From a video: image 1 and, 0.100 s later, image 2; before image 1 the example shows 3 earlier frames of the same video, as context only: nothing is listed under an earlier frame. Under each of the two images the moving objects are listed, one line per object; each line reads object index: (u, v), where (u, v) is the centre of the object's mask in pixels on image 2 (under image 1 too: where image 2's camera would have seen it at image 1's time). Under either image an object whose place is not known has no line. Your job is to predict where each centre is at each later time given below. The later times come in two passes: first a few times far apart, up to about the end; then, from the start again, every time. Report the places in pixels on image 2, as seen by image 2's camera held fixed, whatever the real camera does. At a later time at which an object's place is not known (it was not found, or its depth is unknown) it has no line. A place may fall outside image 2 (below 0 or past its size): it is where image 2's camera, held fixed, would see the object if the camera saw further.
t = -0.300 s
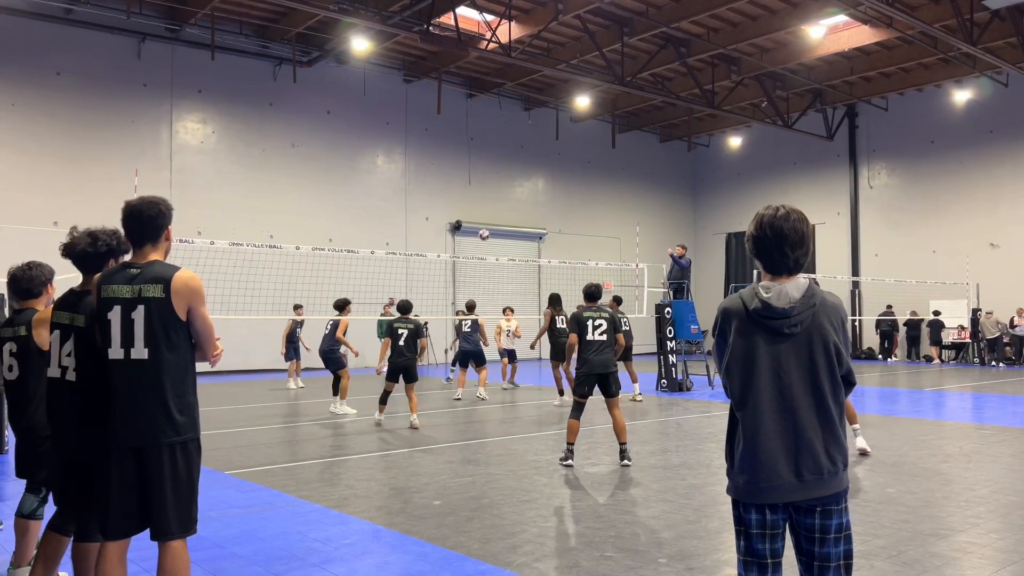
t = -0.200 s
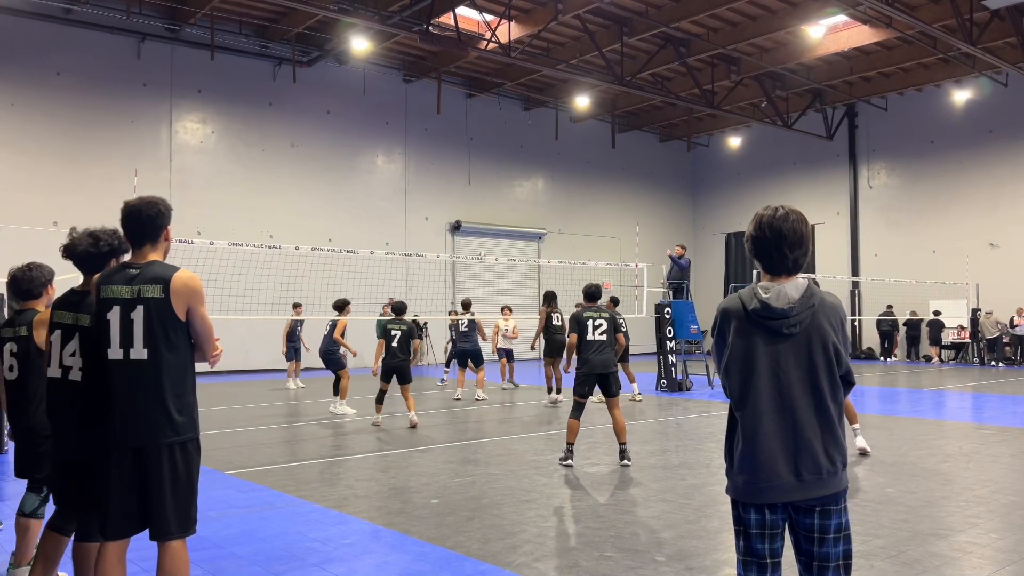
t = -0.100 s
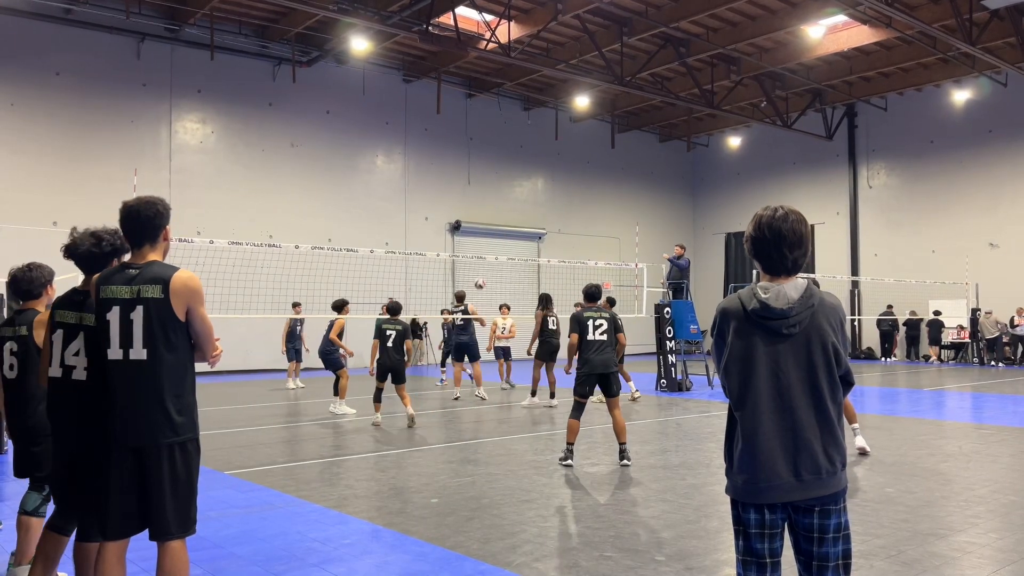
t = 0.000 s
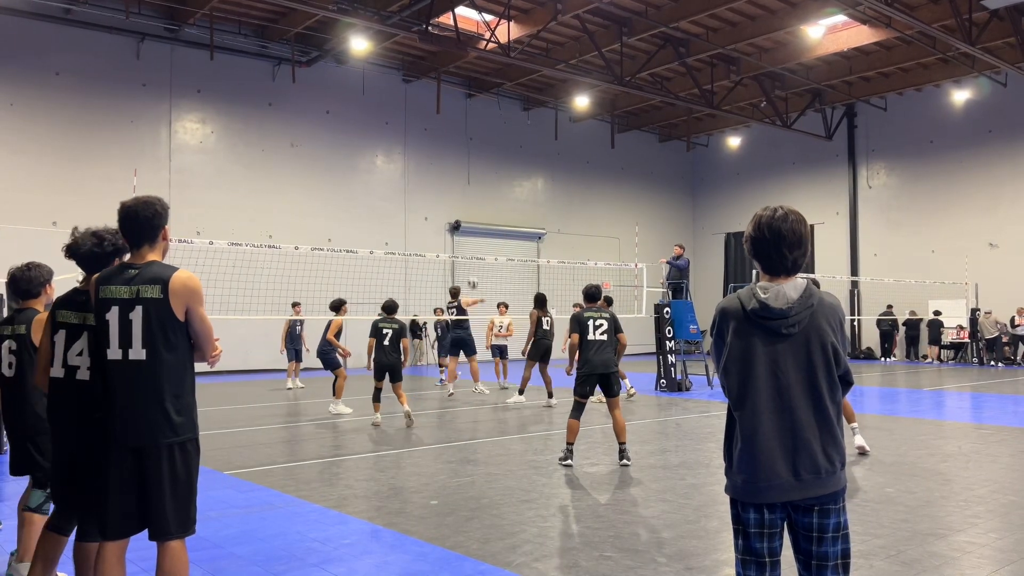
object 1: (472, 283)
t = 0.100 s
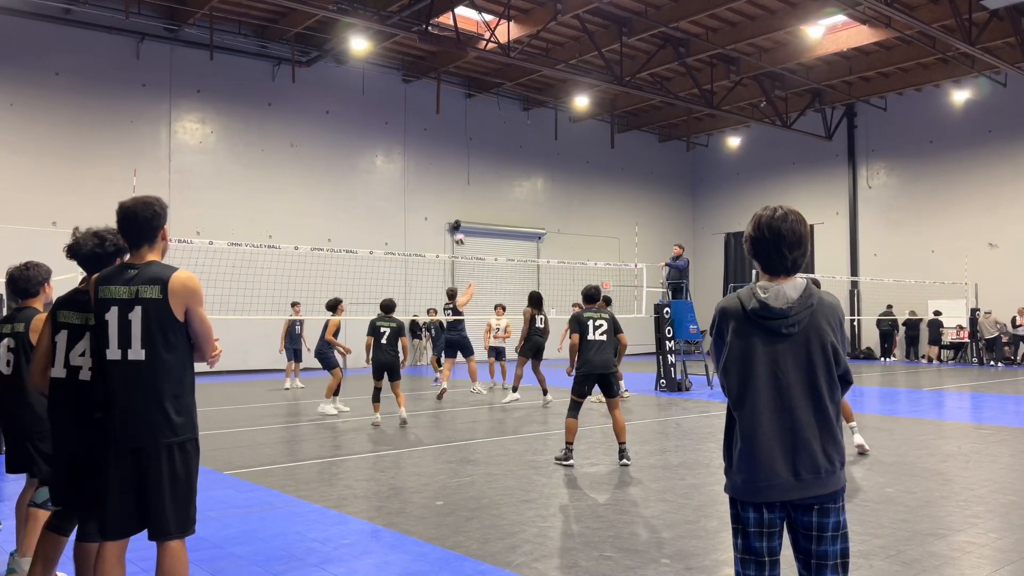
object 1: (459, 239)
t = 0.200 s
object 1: (447, 202)
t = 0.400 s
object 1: (420, 143)
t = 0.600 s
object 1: (393, 108)
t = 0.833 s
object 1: (361, 95)
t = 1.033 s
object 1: (333, 109)
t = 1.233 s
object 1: (305, 148)
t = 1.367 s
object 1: (286, 189)
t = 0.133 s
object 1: (456, 226)
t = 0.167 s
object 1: (451, 214)
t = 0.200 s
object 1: (447, 202)
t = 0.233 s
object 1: (442, 190)
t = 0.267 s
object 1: (438, 180)
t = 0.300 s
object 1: (433, 169)
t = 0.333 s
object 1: (429, 160)
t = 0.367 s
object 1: (424, 151)
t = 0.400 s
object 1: (420, 143)
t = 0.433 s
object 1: (416, 136)
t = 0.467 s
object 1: (411, 129)
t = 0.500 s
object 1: (407, 122)
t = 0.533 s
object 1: (402, 117)
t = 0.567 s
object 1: (397, 112)
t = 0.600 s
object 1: (393, 108)
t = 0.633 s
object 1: (388, 104)
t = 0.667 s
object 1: (384, 101)
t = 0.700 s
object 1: (379, 98)
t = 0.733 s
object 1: (374, 96)
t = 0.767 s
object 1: (370, 95)
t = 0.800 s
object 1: (365, 95)
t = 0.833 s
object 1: (361, 95)
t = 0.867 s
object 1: (356, 95)
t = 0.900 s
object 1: (351, 97)
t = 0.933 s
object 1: (347, 99)
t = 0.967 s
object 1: (342, 102)
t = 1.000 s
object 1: (338, 105)
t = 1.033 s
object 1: (333, 109)
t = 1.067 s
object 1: (328, 114)
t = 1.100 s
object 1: (324, 119)
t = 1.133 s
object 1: (319, 125)
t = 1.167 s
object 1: (314, 132)
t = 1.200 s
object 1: (310, 140)
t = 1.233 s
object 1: (305, 148)
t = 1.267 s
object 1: (300, 157)
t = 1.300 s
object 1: (295, 167)
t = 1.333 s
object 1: (291, 177)
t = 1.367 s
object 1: (286, 189)
